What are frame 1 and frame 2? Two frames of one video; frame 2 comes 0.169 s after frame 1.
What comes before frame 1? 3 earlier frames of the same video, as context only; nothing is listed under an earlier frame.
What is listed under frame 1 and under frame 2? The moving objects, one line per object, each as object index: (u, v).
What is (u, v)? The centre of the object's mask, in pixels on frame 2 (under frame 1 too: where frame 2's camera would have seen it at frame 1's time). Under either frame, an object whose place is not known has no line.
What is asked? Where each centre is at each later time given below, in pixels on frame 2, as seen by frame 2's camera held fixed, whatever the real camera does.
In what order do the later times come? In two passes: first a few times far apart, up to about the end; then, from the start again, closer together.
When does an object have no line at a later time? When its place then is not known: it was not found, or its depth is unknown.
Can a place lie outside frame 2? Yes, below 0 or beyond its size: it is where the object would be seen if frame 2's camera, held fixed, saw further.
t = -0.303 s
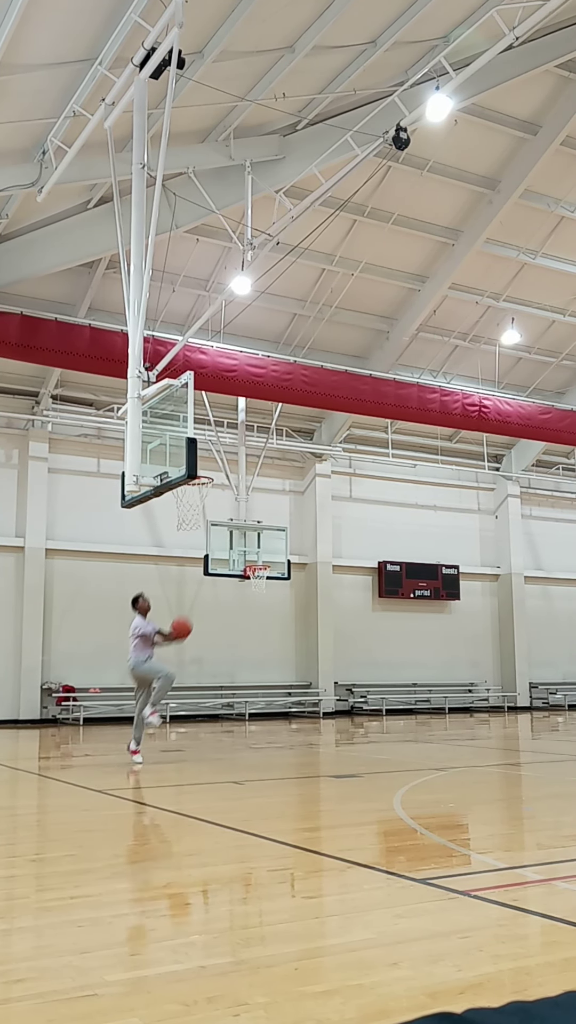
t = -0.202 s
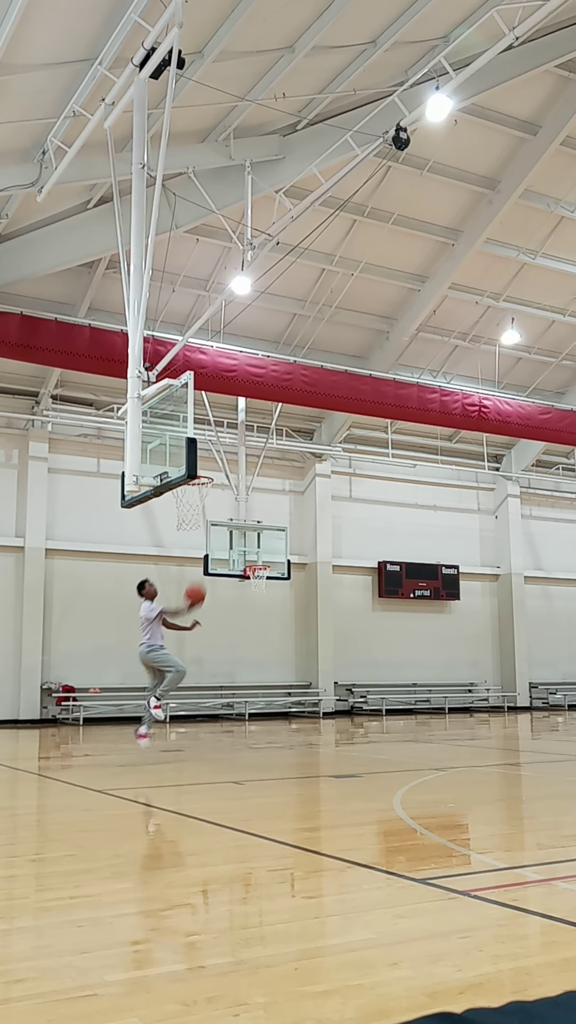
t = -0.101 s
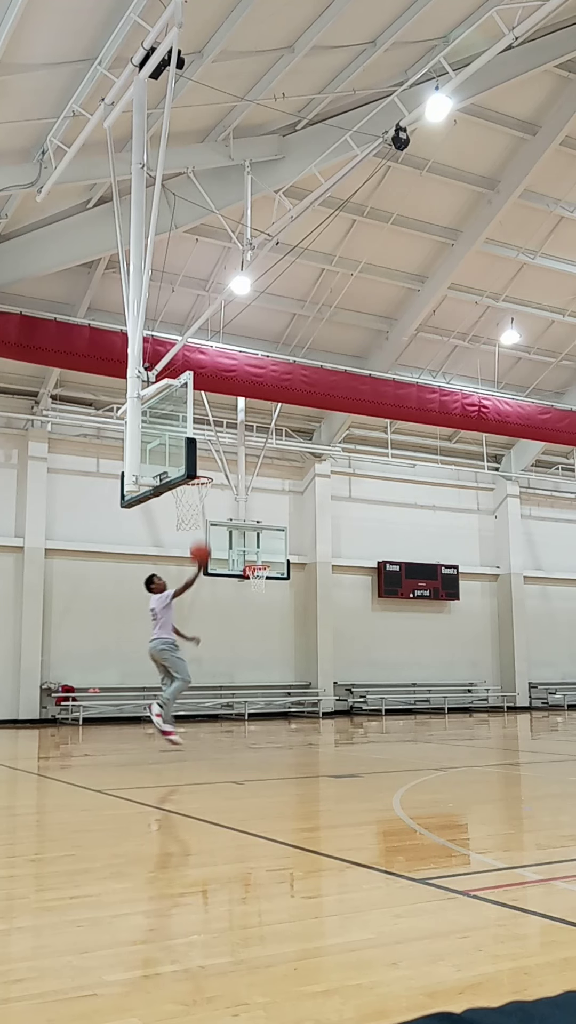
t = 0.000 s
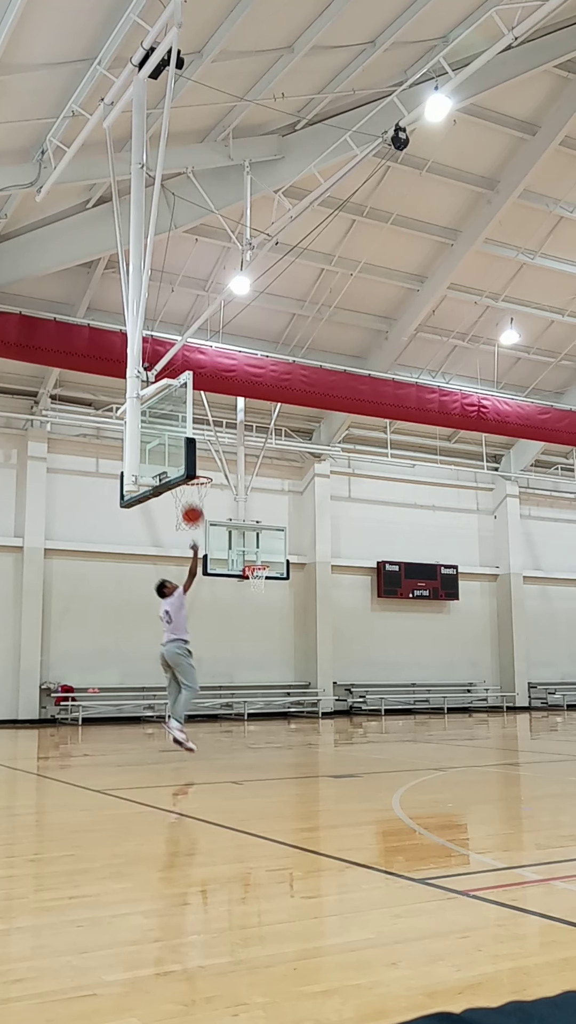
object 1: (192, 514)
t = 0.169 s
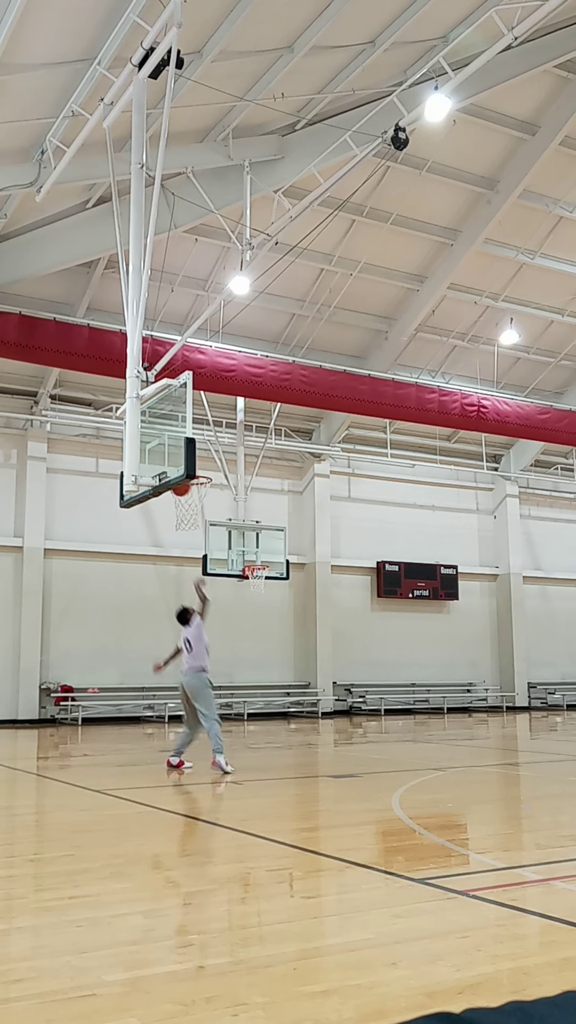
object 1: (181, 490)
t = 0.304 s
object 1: (200, 499)
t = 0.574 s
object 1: (241, 577)
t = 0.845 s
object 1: (282, 716)
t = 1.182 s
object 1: (319, 645)
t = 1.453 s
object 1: (346, 608)
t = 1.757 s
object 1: (377, 644)
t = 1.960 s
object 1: (399, 717)
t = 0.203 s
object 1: (186, 490)
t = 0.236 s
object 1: (190, 491)
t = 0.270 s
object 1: (195, 495)
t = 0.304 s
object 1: (200, 499)
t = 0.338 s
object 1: (205, 505)
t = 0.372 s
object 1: (210, 511)
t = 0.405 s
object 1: (215, 520)
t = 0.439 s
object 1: (220, 529)
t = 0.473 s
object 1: (225, 539)
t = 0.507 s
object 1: (230, 549)
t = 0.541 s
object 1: (235, 561)
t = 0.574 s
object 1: (241, 577)
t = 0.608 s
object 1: (245, 590)
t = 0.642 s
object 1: (251, 604)
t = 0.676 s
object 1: (255, 619)
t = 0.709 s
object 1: (261, 636)
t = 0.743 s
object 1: (266, 655)
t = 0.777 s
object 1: (273, 673)
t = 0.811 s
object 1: (277, 696)
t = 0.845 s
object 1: (282, 716)
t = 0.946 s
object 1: (295, 736)
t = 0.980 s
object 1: (298, 720)
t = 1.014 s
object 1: (301, 705)
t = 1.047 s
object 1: (305, 691)
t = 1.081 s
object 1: (309, 677)
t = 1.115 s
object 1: (312, 665)
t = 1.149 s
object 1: (316, 655)
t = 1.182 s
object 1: (319, 645)
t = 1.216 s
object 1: (323, 636)
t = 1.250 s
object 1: (326, 629)
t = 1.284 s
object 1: (330, 622)
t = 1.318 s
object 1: (333, 618)
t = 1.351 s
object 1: (336, 614)
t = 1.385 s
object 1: (339, 611)
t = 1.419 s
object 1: (343, 609)
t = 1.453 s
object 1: (346, 608)
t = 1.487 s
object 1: (350, 607)
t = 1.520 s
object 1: (353, 609)
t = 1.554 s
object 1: (357, 611)
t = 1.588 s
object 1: (360, 614)
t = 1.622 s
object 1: (363, 618)
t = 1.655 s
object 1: (367, 623)
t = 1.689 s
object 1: (370, 629)
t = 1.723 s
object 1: (374, 636)
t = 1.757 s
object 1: (377, 644)
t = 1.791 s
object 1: (381, 653)
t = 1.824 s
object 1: (385, 664)
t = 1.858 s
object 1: (388, 675)
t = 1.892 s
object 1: (391, 686)
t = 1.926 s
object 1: (396, 703)
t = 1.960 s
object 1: (399, 717)
